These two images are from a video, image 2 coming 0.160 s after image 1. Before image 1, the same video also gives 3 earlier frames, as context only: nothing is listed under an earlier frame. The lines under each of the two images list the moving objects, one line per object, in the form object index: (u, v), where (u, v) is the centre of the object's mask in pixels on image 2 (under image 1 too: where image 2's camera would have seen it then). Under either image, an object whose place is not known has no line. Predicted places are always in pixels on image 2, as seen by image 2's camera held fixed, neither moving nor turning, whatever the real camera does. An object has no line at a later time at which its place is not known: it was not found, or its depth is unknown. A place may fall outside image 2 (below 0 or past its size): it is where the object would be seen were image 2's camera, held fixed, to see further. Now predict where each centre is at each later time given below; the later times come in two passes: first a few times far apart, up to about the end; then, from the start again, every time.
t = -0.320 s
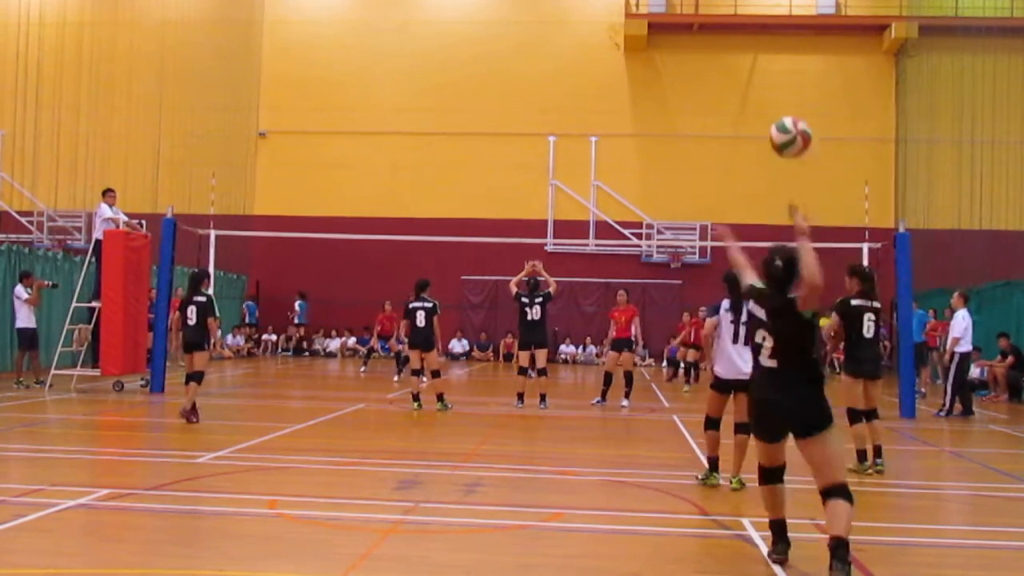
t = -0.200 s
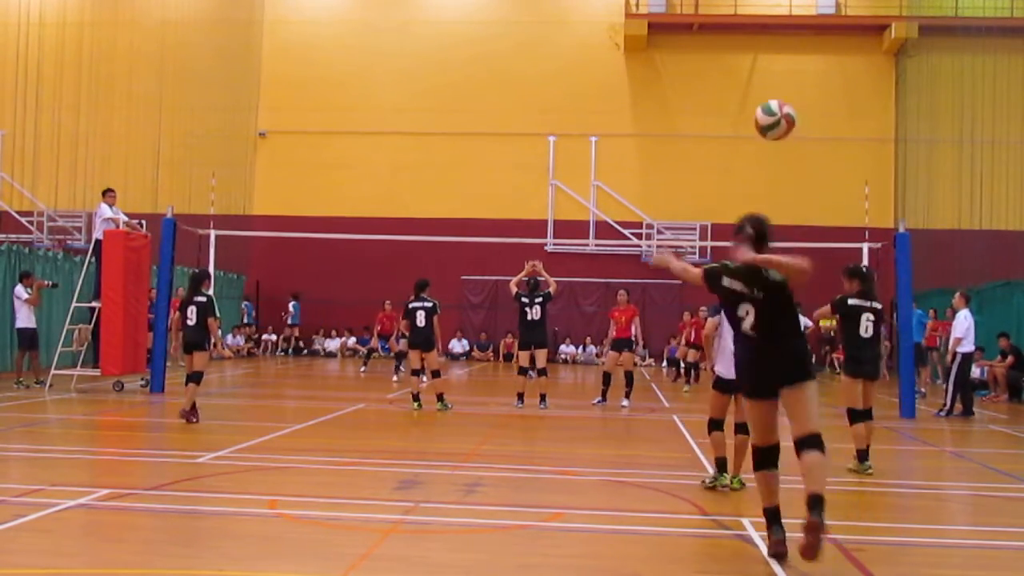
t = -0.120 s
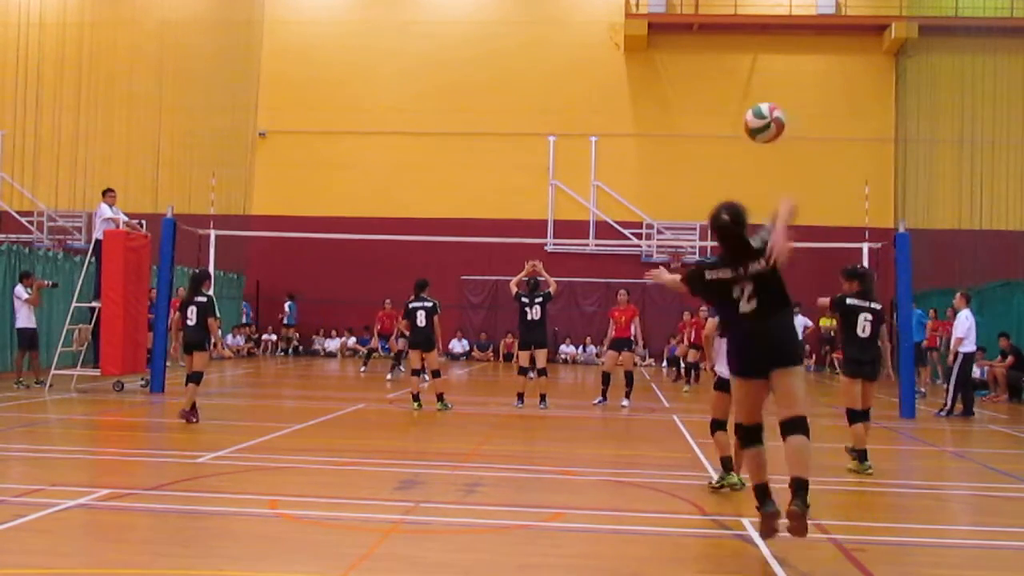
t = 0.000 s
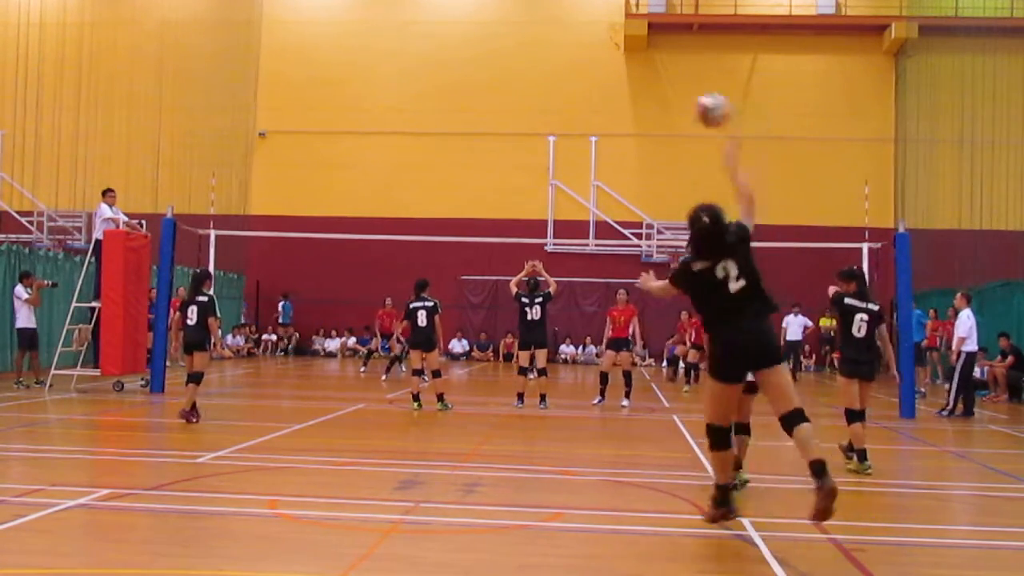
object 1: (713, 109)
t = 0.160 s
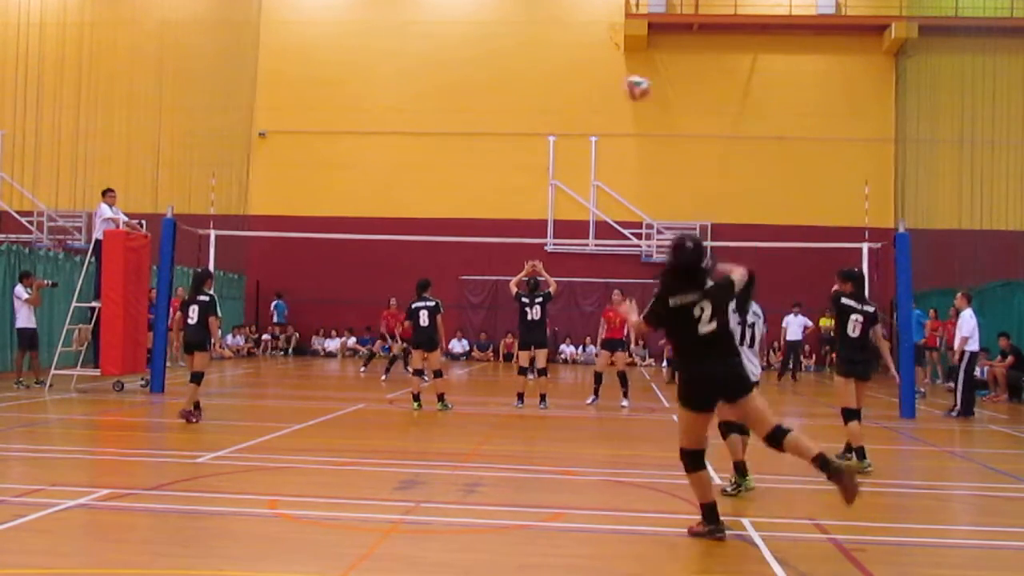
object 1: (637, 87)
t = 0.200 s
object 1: (624, 88)
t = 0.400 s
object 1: (576, 107)
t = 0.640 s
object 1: (539, 156)
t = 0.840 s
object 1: (522, 204)
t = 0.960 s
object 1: (514, 237)
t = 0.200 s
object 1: (624, 88)
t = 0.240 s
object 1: (612, 90)
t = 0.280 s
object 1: (601, 92)
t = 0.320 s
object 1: (592, 96)
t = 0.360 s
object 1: (584, 100)
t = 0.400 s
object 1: (576, 107)
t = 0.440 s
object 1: (568, 114)
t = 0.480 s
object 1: (561, 121)
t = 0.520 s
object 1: (556, 129)
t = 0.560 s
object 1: (549, 138)
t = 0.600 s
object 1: (544, 147)
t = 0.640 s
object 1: (539, 156)
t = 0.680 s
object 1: (536, 164)
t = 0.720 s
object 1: (531, 175)
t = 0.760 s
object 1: (528, 185)
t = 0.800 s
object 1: (524, 195)
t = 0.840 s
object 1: (522, 204)
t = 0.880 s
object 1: (518, 216)
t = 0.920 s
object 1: (516, 226)
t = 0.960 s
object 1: (514, 237)
